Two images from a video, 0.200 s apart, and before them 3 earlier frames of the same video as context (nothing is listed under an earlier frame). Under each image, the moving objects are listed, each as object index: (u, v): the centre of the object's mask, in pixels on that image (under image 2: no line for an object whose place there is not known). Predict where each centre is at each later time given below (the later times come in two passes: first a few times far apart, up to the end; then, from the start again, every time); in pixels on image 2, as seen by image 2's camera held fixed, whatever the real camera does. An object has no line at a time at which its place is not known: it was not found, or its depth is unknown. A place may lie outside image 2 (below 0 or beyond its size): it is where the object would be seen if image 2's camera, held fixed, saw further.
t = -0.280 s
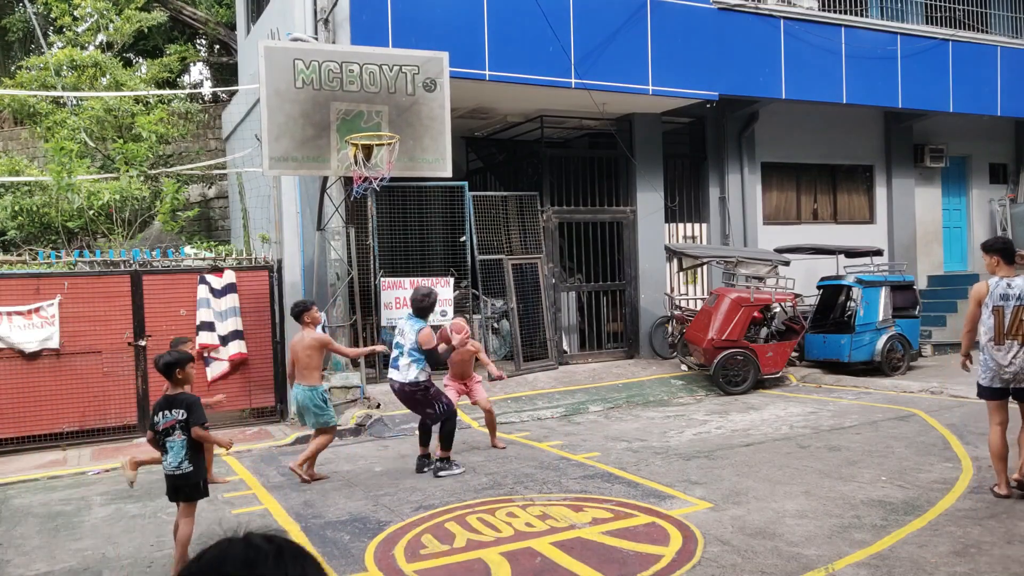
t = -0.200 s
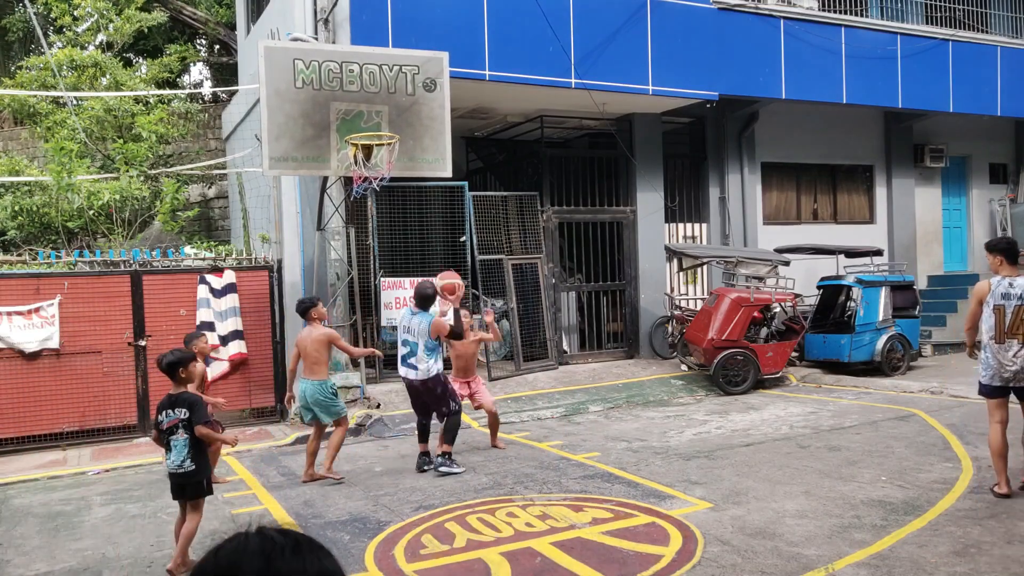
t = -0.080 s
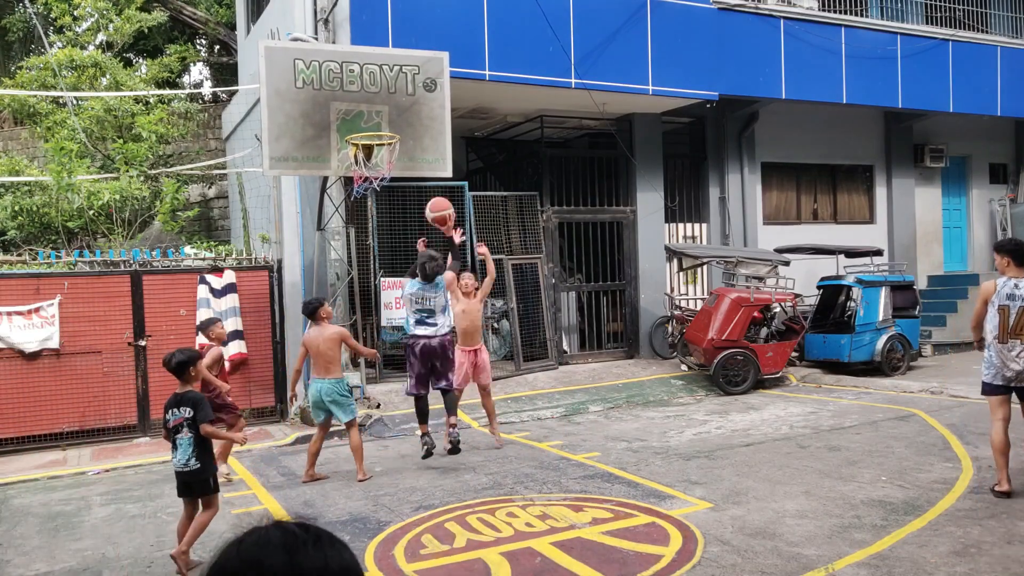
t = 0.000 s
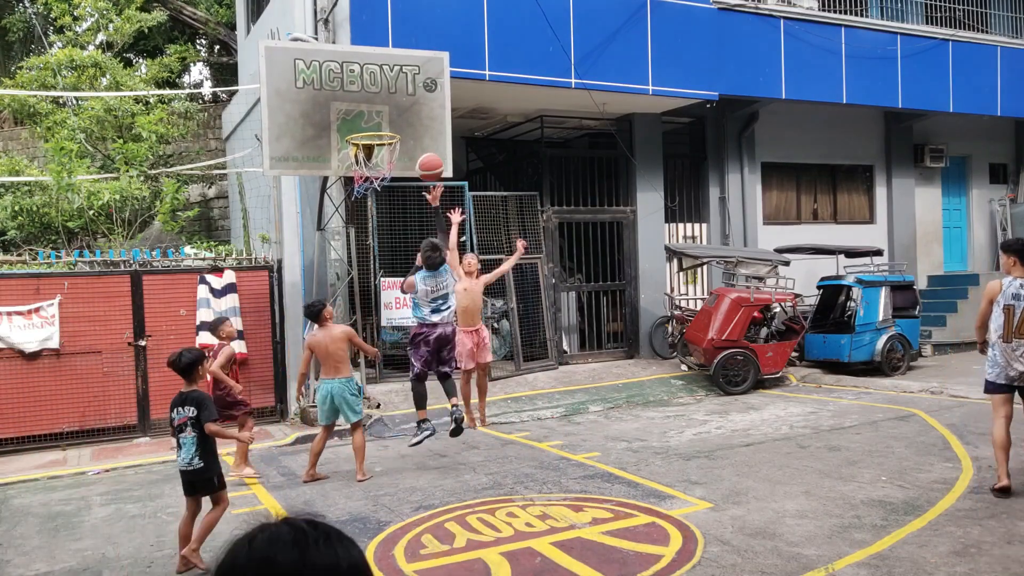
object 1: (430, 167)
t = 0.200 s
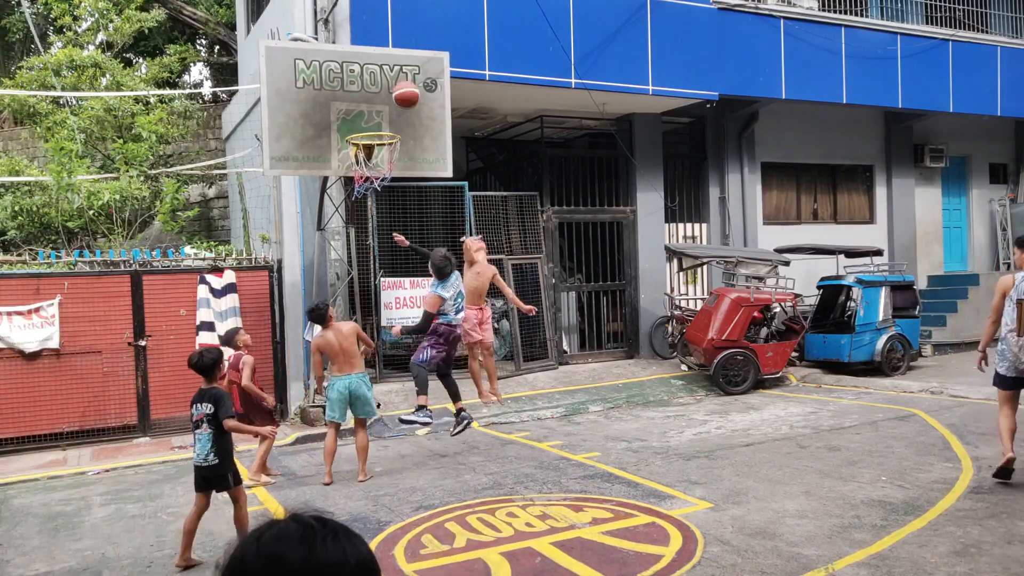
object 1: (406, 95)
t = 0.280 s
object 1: (398, 81)
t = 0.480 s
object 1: (380, 79)
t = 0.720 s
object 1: (375, 120)
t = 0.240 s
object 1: (402, 87)
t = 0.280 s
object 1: (398, 81)
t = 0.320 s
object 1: (394, 78)
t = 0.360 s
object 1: (390, 75)
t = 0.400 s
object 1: (387, 75)
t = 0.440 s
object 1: (383, 77)
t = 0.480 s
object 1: (380, 79)
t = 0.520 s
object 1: (376, 85)
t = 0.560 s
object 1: (374, 90)
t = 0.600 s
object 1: (371, 97)
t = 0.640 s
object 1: (372, 103)
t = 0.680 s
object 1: (373, 111)
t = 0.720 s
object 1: (375, 120)
